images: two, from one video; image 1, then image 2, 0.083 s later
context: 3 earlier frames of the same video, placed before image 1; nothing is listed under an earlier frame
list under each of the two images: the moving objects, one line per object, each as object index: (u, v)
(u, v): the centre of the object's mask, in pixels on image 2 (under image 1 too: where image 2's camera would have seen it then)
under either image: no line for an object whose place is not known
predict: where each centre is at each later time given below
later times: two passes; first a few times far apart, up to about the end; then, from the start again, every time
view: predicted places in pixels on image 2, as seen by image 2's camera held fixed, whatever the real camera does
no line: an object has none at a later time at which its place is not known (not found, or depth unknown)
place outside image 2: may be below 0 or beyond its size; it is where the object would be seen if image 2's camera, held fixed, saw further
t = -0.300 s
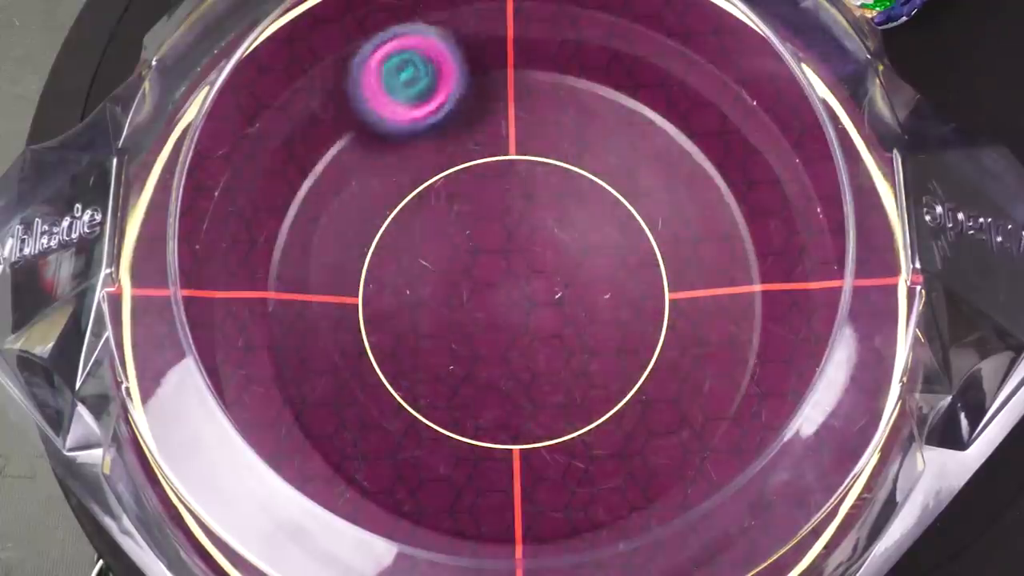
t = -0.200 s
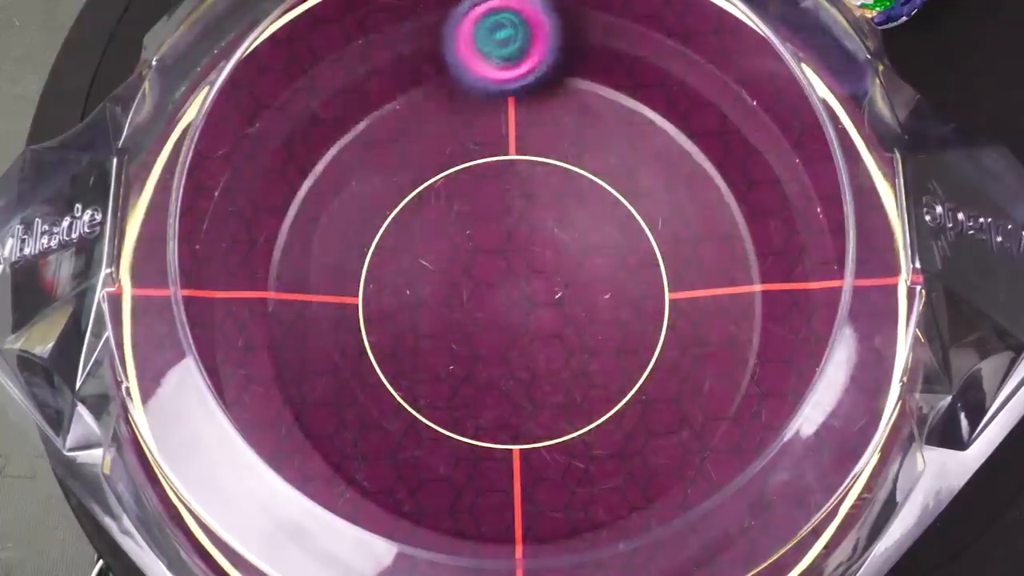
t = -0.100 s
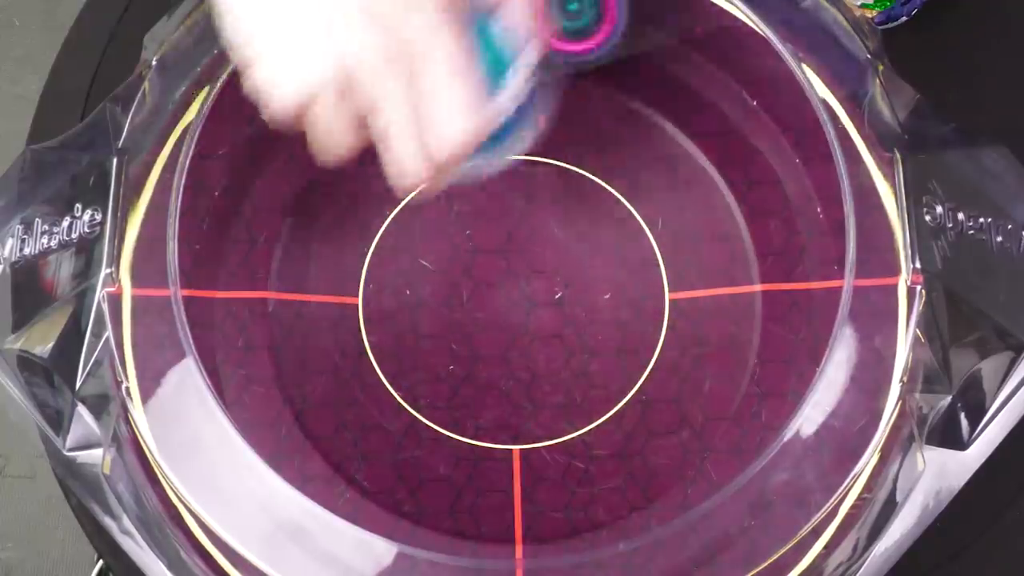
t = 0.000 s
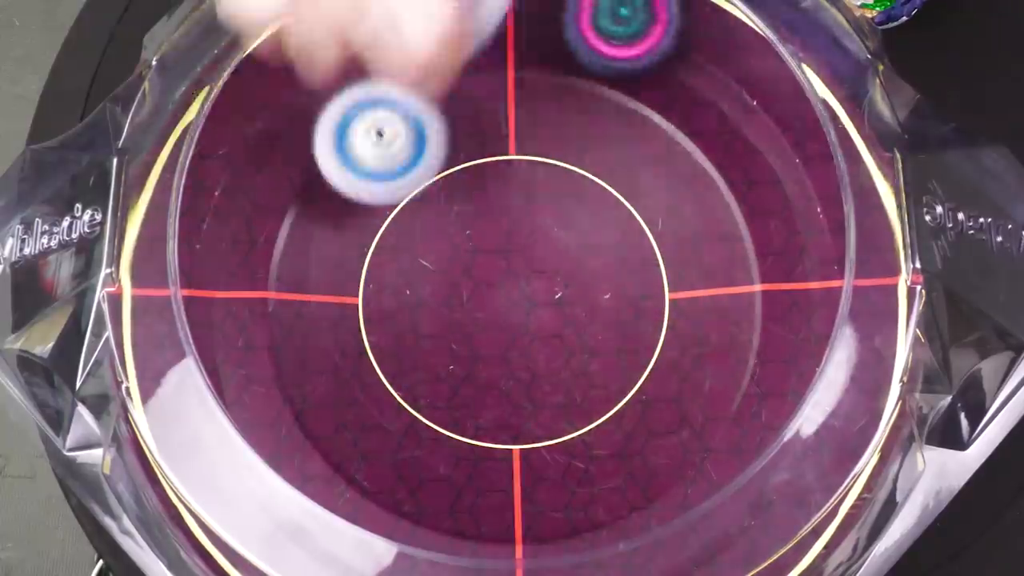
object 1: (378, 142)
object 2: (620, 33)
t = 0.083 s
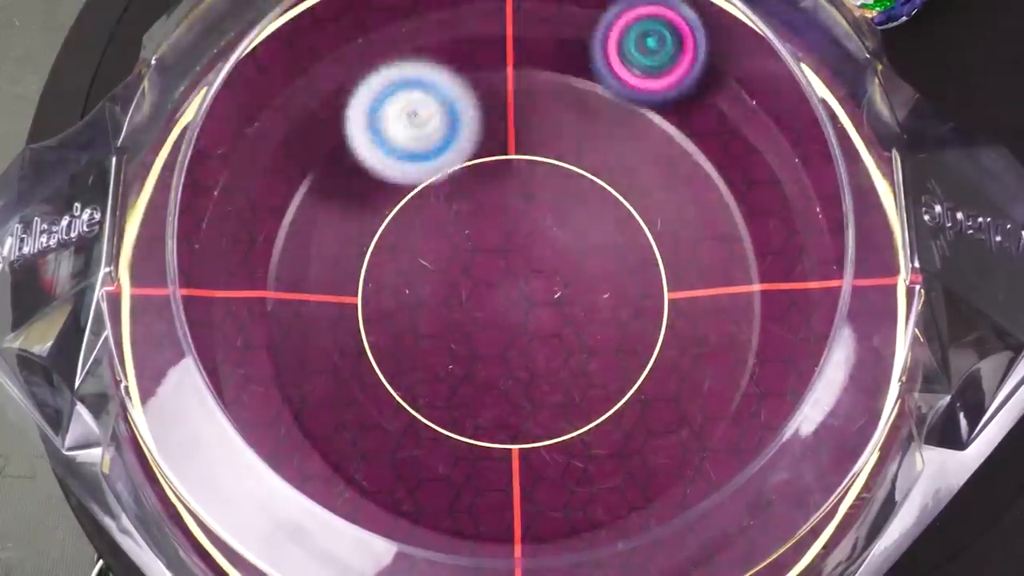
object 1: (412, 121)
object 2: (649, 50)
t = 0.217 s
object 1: (530, 149)
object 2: (658, 88)
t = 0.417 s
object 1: (470, 472)
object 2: (754, 93)
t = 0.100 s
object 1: (424, 118)
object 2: (653, 55)
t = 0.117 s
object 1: (437, 117)
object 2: (655, 60)
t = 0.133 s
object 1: (450, 120)
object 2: (657, 65)
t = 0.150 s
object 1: (464, 124)
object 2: (658, 71)
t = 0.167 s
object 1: (477, 130)
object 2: (659, 75)
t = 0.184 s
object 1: (491, 138)
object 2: (659, 80)
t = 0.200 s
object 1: (510, 143)
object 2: (659, 85)
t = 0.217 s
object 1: (530, 149)
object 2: (658, 88)
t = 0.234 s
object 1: (544, 161)
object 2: (659, 91)
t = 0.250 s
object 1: (541, 192)
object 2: (680, 76)
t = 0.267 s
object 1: (535, 226)
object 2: (701, 63)
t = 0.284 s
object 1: (531, 256)
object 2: (716, 53)
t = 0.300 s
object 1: (527, 289)
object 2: (738, 41)
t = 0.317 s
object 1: (521, 320)
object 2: (754, 37)
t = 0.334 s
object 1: (514, 350)
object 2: (759, 42)
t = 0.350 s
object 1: (507, 376)
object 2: (760, 52)
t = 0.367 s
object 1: (498, 404)
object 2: (758, 68)
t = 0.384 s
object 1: (489, 429)
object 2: (757, 79)
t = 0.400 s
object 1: (479, 451)
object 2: (756, 85)
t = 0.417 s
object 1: (470, 472)
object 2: (754, 93)
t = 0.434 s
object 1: (459, 490)
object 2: (749, 106)
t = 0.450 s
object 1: (451, 499)
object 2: (749, 116)
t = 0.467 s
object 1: (442, 508)
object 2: (747, 123)
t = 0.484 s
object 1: (429, 521)
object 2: (744, 127)
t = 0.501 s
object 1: (418, 527)
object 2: (740, 133)
